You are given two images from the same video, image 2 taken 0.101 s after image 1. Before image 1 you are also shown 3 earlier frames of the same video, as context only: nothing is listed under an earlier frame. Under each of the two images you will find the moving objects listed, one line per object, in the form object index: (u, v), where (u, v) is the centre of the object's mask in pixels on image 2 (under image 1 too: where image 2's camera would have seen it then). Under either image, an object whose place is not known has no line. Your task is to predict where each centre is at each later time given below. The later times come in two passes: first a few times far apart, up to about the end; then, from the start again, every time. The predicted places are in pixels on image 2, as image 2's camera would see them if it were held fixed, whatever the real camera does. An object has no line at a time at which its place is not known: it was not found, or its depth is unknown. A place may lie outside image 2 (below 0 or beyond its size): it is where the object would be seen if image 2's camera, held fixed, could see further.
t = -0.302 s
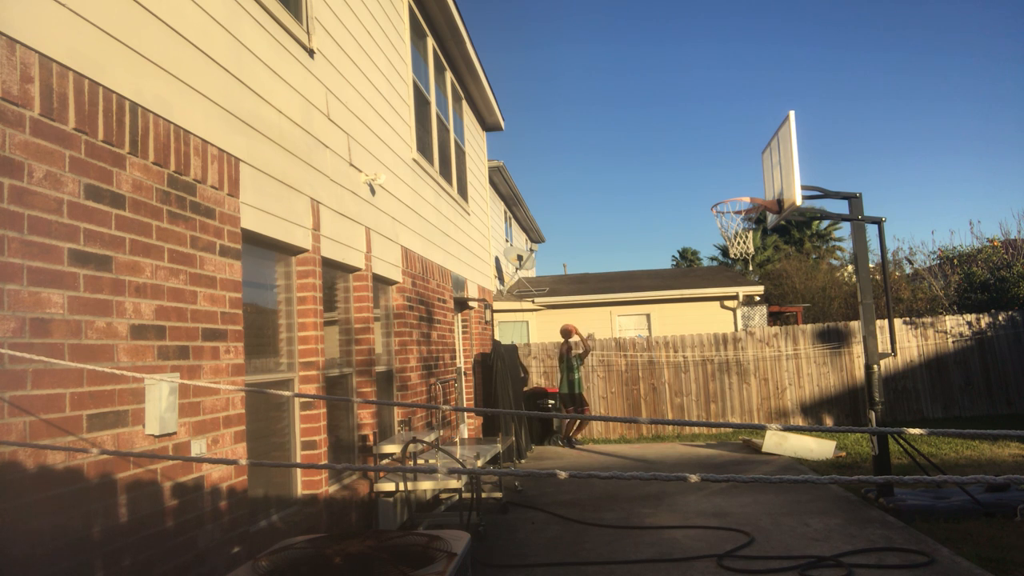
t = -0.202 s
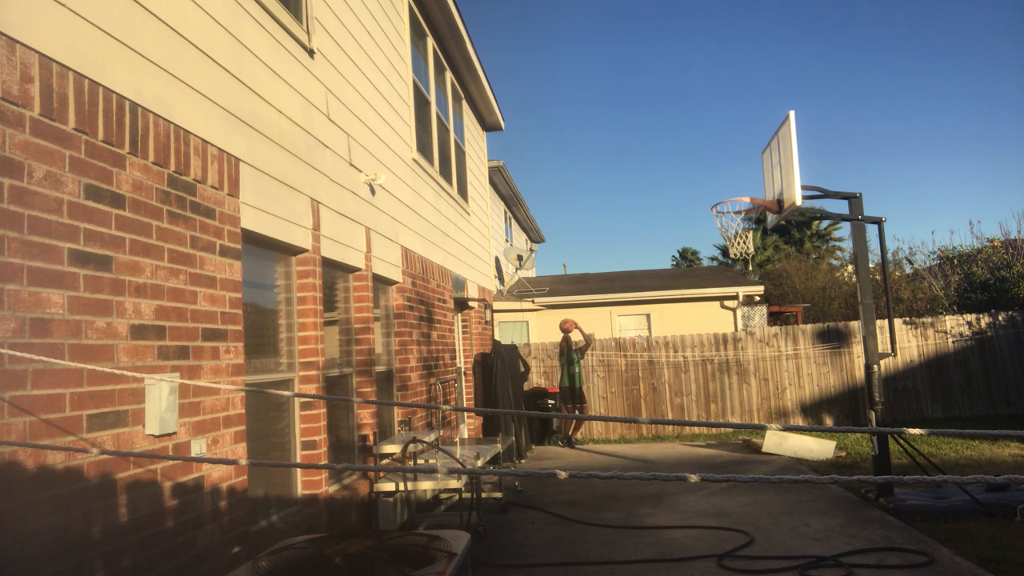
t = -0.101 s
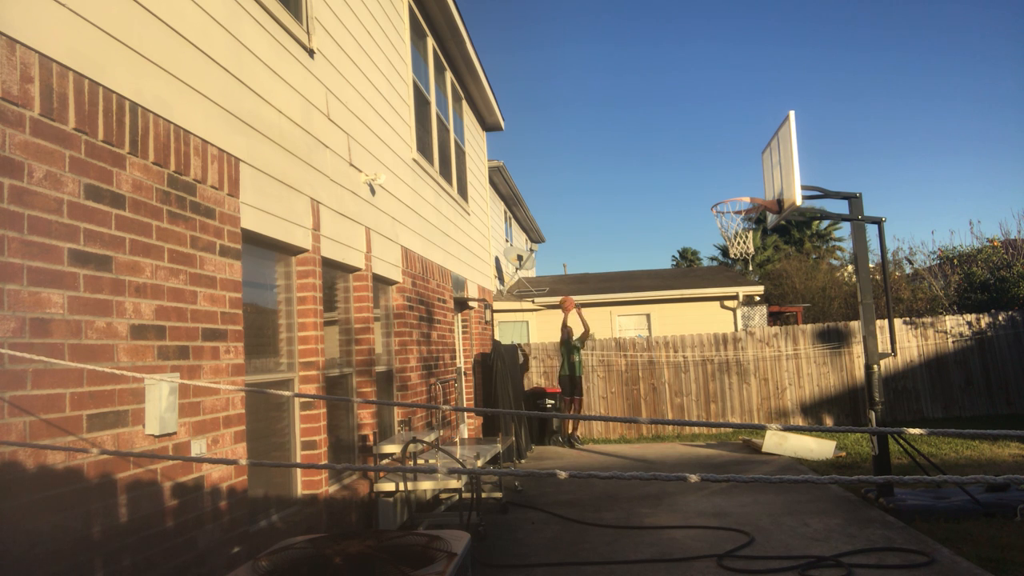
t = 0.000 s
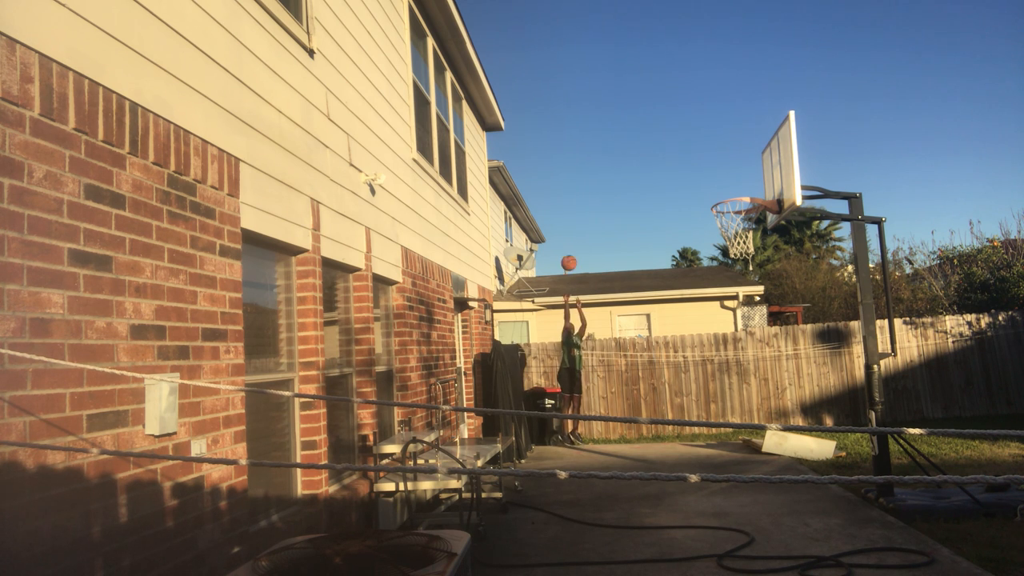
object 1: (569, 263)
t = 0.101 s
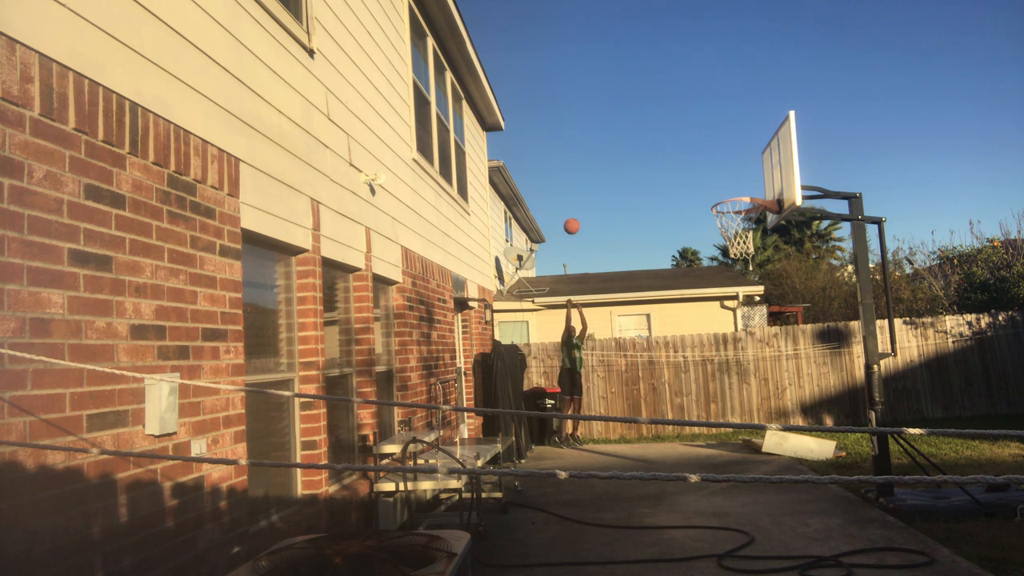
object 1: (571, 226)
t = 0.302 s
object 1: (578, 170)
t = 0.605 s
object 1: (593, 133)
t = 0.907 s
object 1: (613, 158)
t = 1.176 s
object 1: (637, 241)
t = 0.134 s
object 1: (572, 215)
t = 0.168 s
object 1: (573, 205)
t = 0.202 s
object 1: (574, 195)
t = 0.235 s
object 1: (575, 186)
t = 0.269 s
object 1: (577, 178)
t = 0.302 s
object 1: (578, 170)
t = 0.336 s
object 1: (579, 163)
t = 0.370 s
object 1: (581, 157)
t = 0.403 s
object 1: (582, 151)
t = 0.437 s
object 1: (584, 147)
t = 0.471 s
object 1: (586, 143)
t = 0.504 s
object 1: (587, 139)
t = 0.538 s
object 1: (589, 136)
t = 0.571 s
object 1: (591, 134)
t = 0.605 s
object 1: (593, 133)
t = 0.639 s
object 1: (595, 133)
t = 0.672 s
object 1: (597, 133)
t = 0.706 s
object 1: (599, 134)
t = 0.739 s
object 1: (602, 136)
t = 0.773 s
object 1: (604, 139)
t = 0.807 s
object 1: (606, 142)
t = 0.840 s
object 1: (608, 147)
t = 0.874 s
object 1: (611, 152)
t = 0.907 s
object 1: (613, 158)
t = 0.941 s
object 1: (616, 165)
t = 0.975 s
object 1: (619, 173)
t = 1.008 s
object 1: (622, 182)
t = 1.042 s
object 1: (625, 192)
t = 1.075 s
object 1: (628, 203)
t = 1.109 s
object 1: (631, 215)
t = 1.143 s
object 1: (634, 227)
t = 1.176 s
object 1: (637, 241)
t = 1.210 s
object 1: (641, 256)
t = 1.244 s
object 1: (645, 272)
